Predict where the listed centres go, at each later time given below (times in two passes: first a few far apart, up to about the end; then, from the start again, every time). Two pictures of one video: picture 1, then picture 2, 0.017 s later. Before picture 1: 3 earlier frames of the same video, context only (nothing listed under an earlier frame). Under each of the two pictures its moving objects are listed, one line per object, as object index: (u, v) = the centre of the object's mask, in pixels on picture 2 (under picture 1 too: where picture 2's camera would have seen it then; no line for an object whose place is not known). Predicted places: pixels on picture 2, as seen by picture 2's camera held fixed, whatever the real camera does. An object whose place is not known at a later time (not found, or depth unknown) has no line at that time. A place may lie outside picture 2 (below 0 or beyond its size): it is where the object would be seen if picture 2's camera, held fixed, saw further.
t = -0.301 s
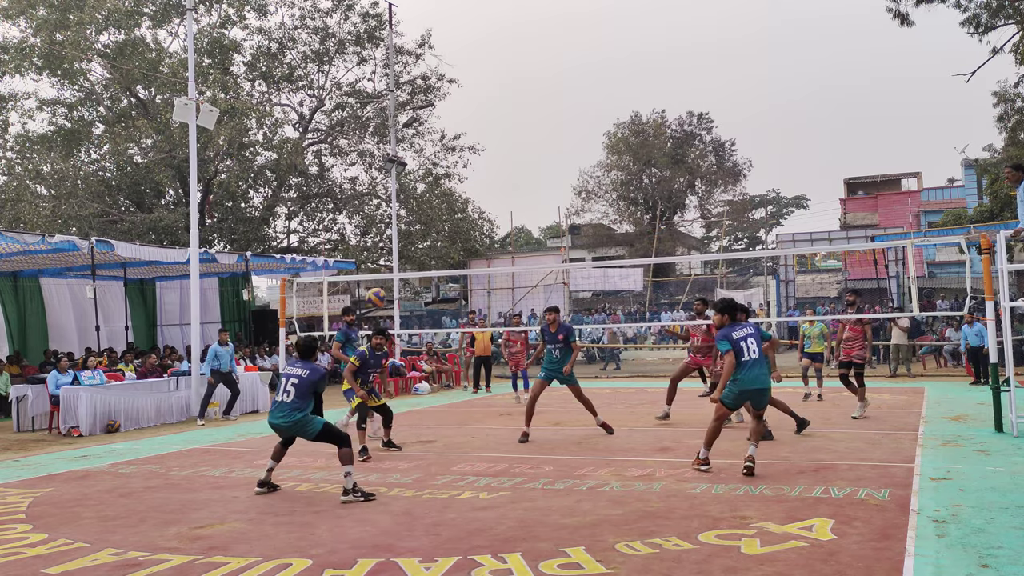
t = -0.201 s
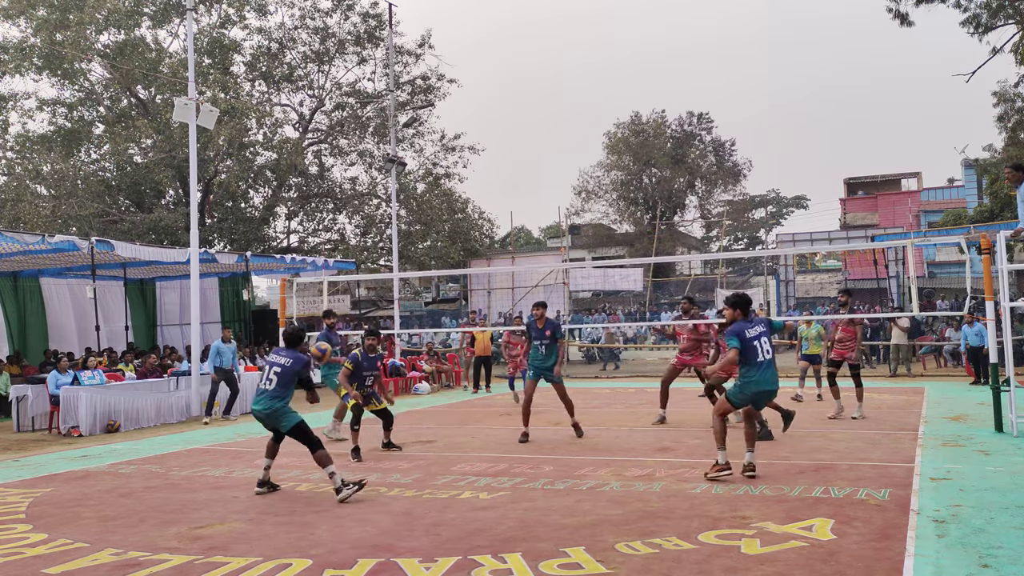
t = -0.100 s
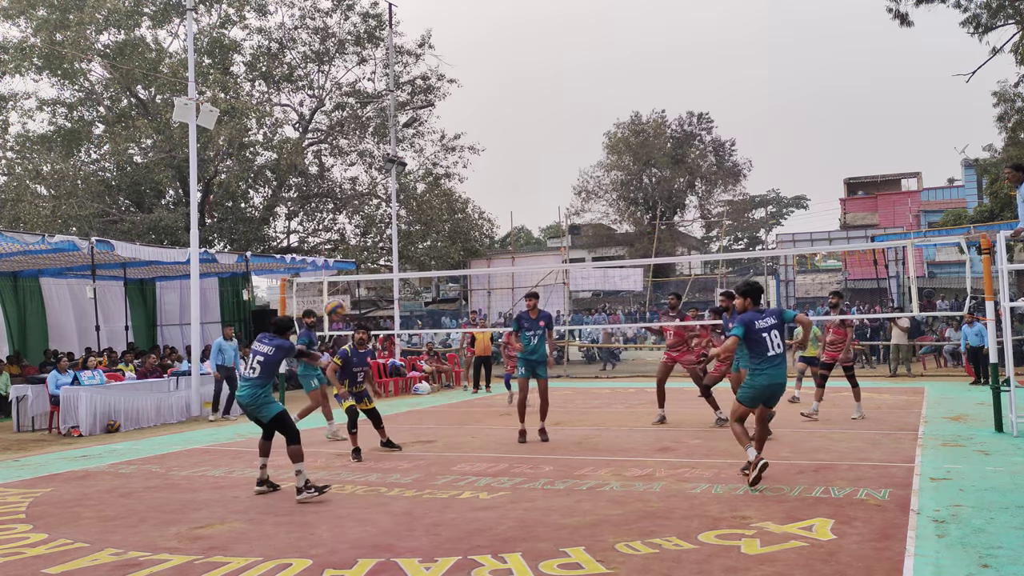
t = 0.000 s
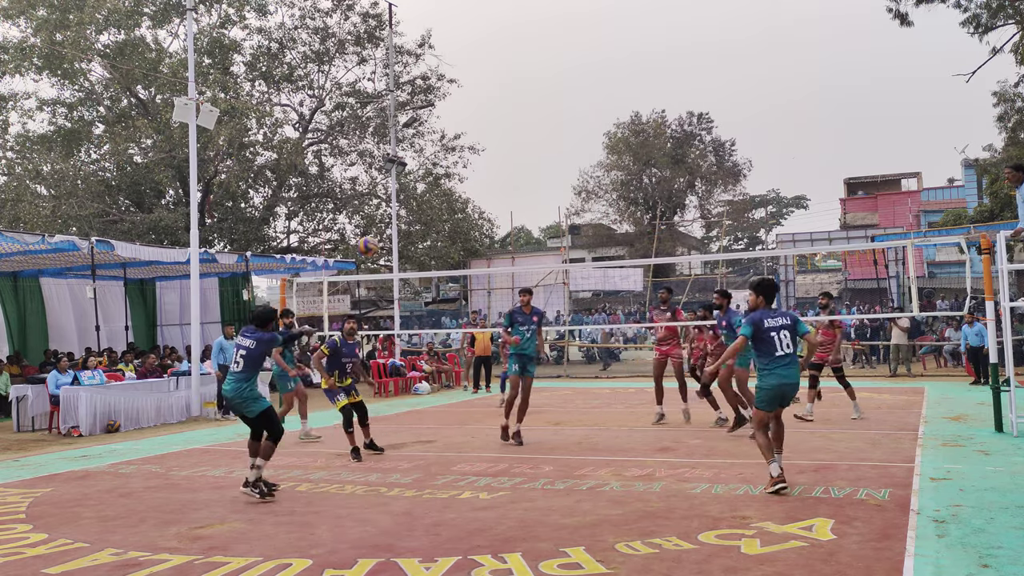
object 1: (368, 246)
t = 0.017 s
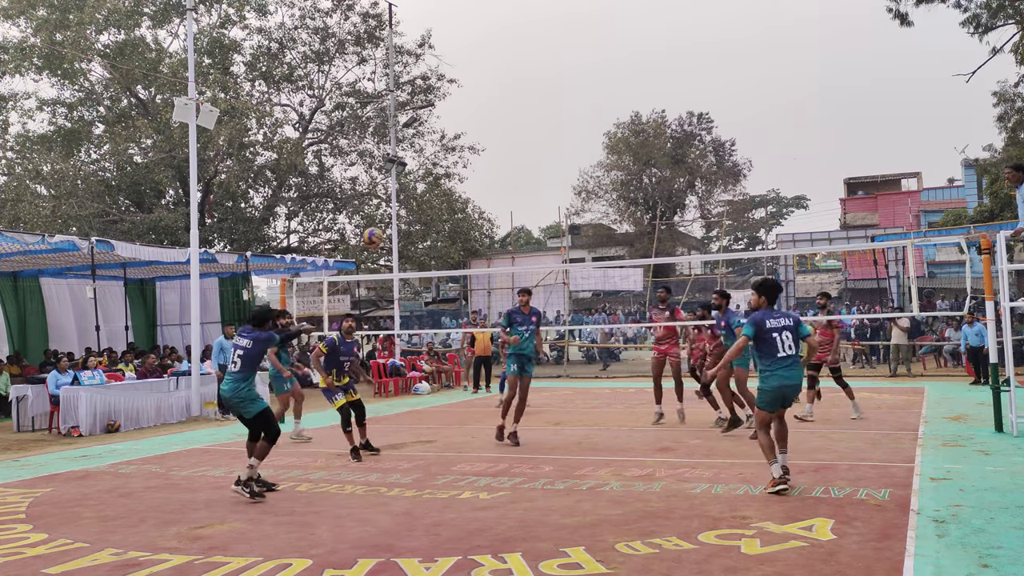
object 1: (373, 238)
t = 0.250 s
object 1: (442, 144)
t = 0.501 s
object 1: (510, 107)
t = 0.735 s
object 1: (568, 121)
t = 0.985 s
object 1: (625, 182)
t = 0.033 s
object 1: (378, 228)
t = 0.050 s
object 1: (383, 221)
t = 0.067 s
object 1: (387, 213)
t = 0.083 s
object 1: (393, 204)
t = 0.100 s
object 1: (398, 197)
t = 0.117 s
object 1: (403, 189)
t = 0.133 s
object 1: (408, 182)
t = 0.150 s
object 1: (413, 176)
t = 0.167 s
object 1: (418, 170)
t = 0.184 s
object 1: (424, 164)
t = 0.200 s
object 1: (428, 159)
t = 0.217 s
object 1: (433, 154)
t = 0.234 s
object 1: (437, 149)
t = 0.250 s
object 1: (442, 144)
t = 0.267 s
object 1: (448, 140)
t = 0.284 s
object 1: (451, 136)
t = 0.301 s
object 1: (457, 132)
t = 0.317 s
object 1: (461, 129)
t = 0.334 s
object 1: (465, 126)
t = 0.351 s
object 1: (470, 123)
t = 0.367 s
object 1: (474, 120)
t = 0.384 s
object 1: (479, 118)
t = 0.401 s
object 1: (483, 115)
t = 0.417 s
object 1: (488, 113)
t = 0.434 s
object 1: (492, 111)
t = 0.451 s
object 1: (497, 110)
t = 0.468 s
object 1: (501, 109)
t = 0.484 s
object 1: (506, 108)
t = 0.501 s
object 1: (510, 107)
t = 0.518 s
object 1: (514, 107)
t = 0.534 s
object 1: (519, 107)
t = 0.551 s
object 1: (523, 107)
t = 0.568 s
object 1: (527, 107)
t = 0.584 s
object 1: (531, 107)
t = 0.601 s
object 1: (535, 108)
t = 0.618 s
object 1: (540, 109)
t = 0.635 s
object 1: (544, 110)
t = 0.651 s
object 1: (548, 112)
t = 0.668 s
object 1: (552, 113)
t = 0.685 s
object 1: (556, 115)
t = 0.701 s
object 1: (560, 117)
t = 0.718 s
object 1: (564, 119)
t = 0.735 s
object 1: (568, 121)
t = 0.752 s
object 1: (572, 124)
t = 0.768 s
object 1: (576, 127)
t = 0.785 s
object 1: (580, 130)
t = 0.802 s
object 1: (584, 133)
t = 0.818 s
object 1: (588, 137)
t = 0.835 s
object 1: (592, 140)
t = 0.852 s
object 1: (595, 144)
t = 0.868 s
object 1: (599, 148)
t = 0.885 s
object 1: (602, 152)
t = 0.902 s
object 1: (605, 156)
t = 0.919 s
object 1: (609, 162)
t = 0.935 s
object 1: (614, 166)
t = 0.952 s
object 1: (618, 172)
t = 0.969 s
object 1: (621, 177)
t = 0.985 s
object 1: (625, 182)
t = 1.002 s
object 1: (628, 186)
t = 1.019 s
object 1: (632, 192)
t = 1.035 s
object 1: (636, 198)
